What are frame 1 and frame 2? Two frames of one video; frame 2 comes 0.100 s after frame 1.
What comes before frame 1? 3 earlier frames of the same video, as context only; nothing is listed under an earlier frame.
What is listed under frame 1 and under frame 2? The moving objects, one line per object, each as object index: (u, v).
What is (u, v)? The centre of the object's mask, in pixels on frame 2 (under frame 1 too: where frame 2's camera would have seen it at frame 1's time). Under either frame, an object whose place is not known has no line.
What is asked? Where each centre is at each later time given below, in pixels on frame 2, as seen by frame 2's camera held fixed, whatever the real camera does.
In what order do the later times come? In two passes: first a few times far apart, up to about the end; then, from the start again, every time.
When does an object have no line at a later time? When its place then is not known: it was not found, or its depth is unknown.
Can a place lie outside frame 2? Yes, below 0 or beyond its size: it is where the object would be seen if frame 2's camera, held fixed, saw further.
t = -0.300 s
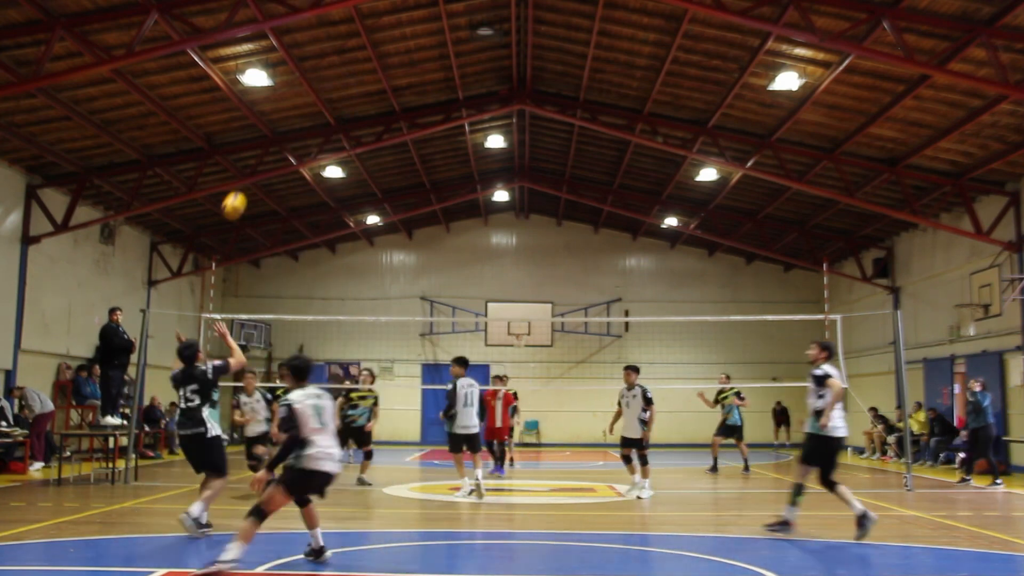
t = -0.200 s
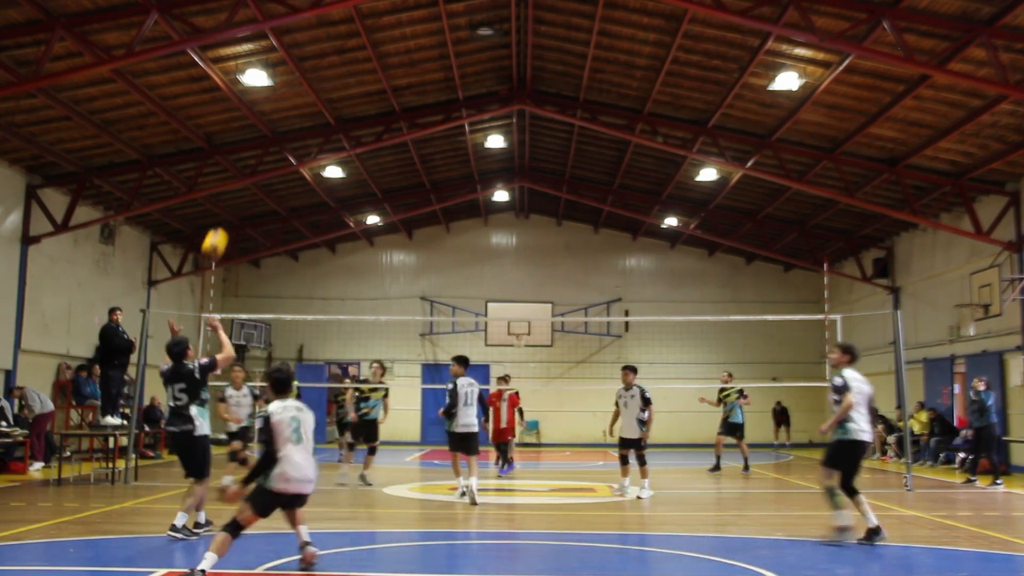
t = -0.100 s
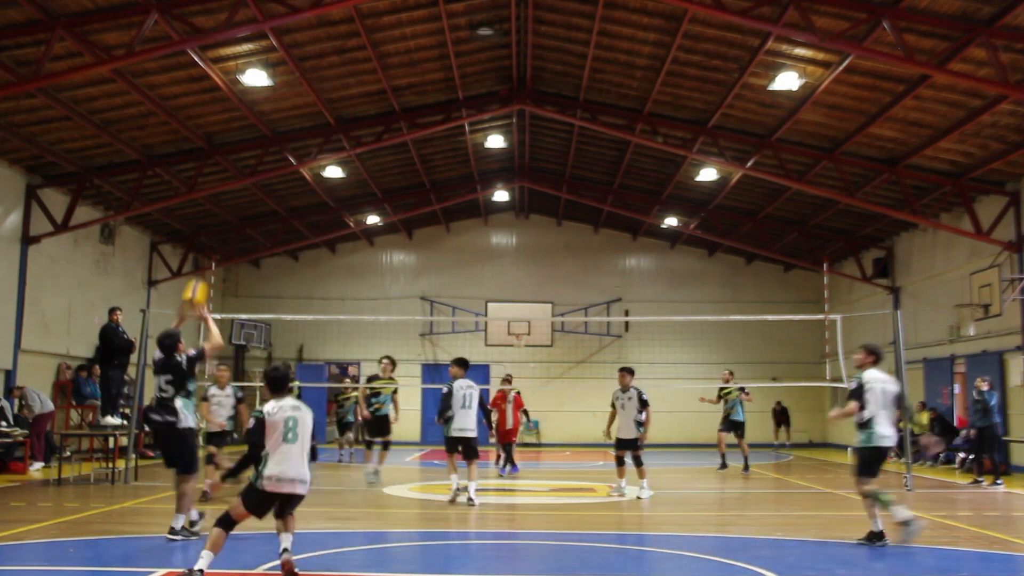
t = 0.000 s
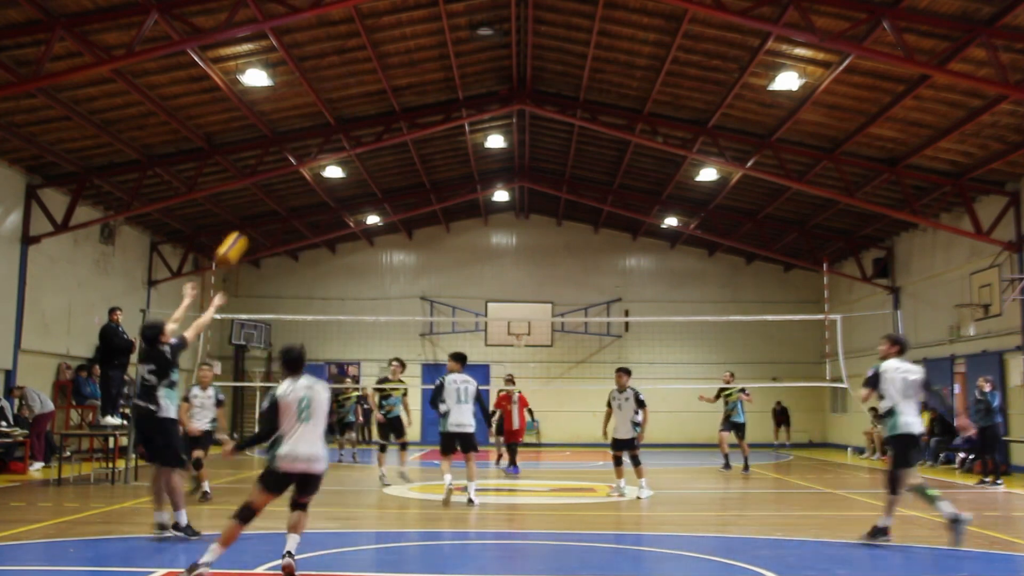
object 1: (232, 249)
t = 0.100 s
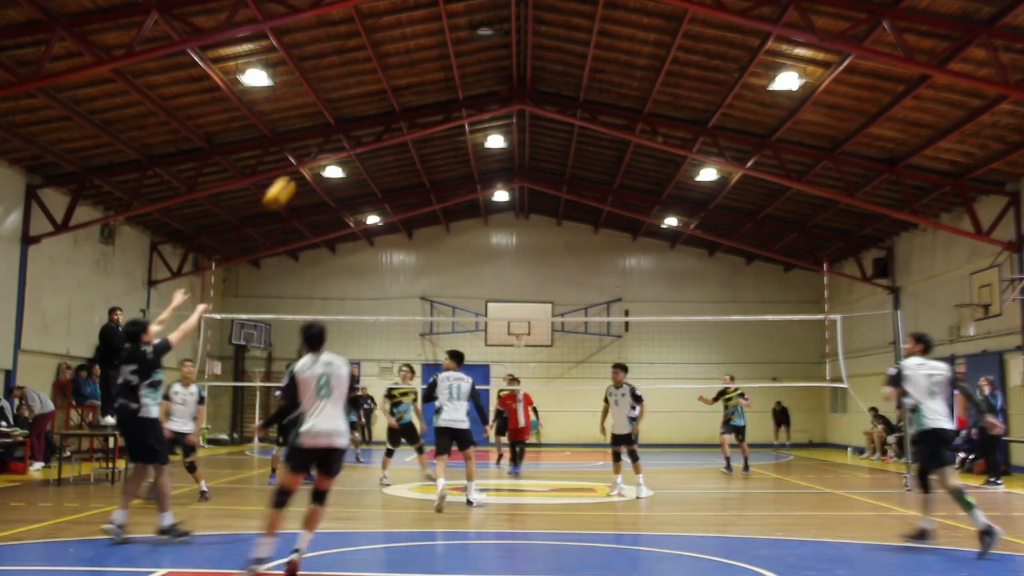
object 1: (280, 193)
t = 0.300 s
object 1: (363, 118)
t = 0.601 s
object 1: (463, 87)
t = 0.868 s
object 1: (536, 121)
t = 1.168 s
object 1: (603, 220)
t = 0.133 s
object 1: (294, 177)
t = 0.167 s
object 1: (309, 161)
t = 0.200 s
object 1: (324, 148)
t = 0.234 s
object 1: (338, 138)
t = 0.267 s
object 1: (351, 126)
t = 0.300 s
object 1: (363, 118)
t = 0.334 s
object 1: (376, 111)
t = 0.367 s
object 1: (388, 104)
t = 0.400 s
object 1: (399, 98)
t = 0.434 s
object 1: (410, 94)
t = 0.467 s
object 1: (421, 90)
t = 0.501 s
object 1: (432, 88)
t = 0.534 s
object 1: (442, 87)
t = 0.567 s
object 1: (453, 87)
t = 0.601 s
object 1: (463, 87)
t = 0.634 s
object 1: (472, 88)
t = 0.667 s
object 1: (481, 91)
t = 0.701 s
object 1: (490, 93)
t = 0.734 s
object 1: (500, 97)
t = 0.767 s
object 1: (509, 102)
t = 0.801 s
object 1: (519, 107)
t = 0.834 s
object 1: (527, 114)
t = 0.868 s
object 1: (536, 121)
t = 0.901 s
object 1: (543, 129)
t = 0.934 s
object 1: (552, 139)
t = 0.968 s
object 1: (559, 148)
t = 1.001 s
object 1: (567, 158)
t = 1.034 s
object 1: (574, 168)
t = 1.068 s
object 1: (582, 182)
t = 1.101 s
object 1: (589, 193)
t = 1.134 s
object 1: (596, 207)
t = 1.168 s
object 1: (603, 220)
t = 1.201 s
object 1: (610, 233)
